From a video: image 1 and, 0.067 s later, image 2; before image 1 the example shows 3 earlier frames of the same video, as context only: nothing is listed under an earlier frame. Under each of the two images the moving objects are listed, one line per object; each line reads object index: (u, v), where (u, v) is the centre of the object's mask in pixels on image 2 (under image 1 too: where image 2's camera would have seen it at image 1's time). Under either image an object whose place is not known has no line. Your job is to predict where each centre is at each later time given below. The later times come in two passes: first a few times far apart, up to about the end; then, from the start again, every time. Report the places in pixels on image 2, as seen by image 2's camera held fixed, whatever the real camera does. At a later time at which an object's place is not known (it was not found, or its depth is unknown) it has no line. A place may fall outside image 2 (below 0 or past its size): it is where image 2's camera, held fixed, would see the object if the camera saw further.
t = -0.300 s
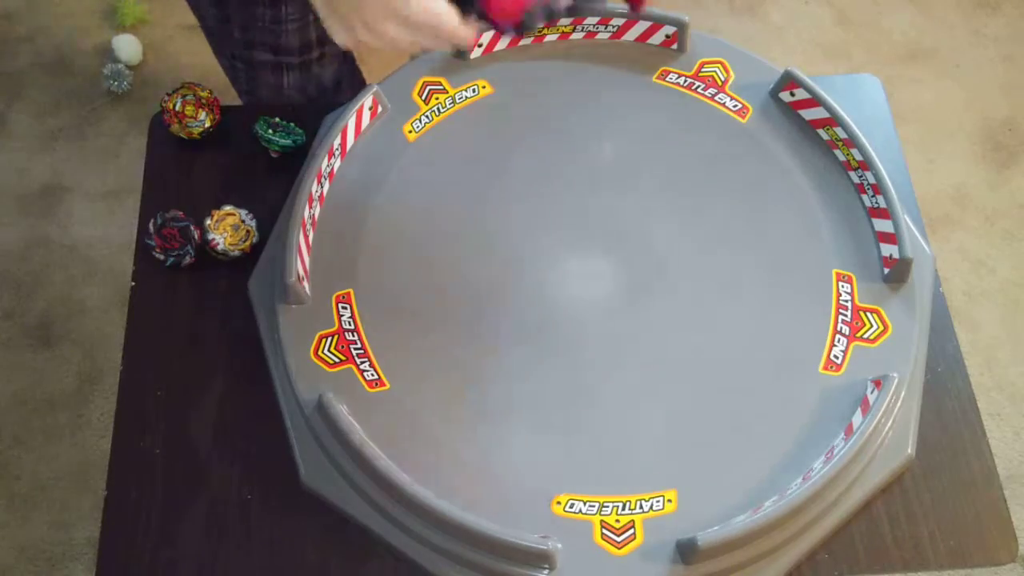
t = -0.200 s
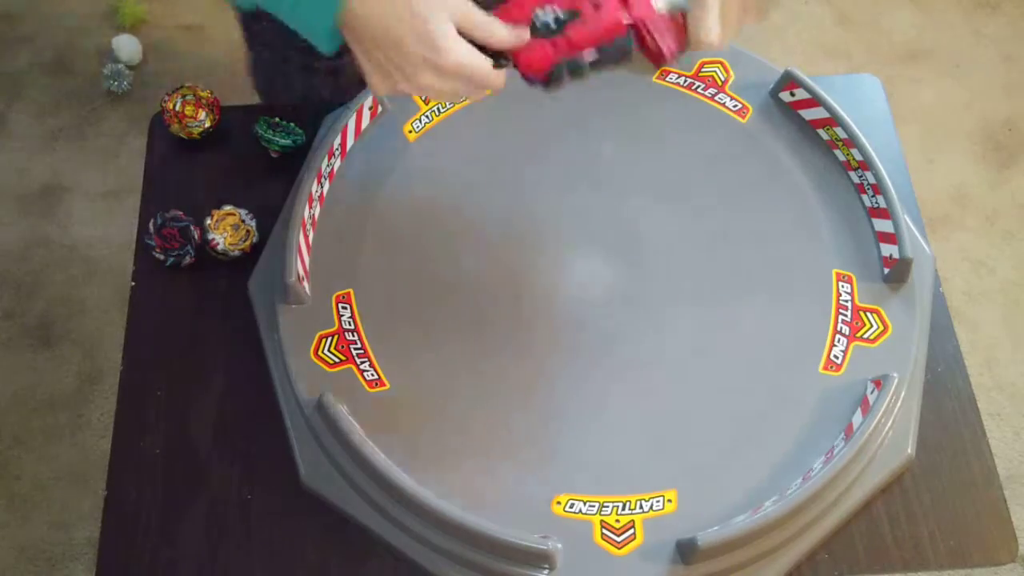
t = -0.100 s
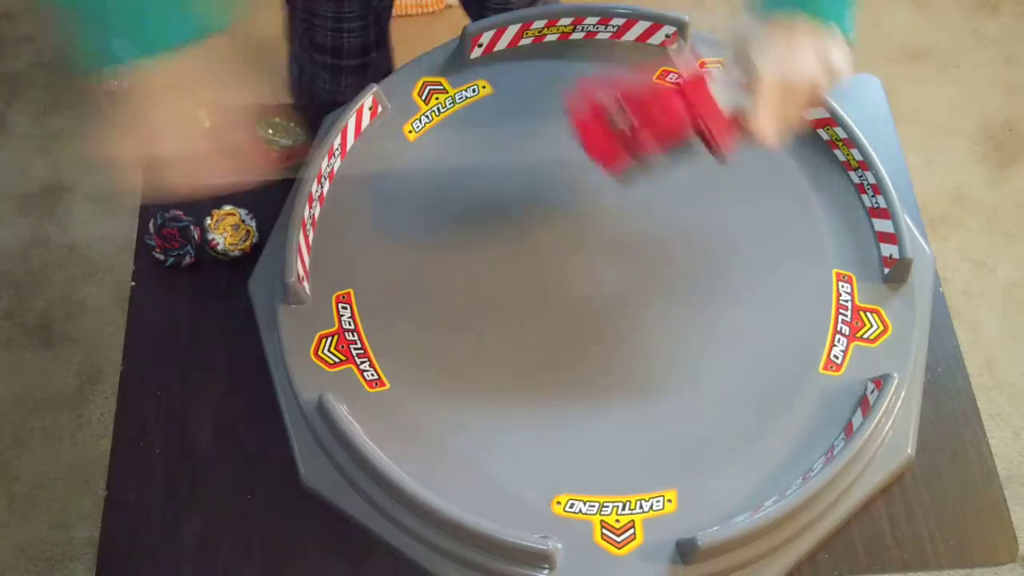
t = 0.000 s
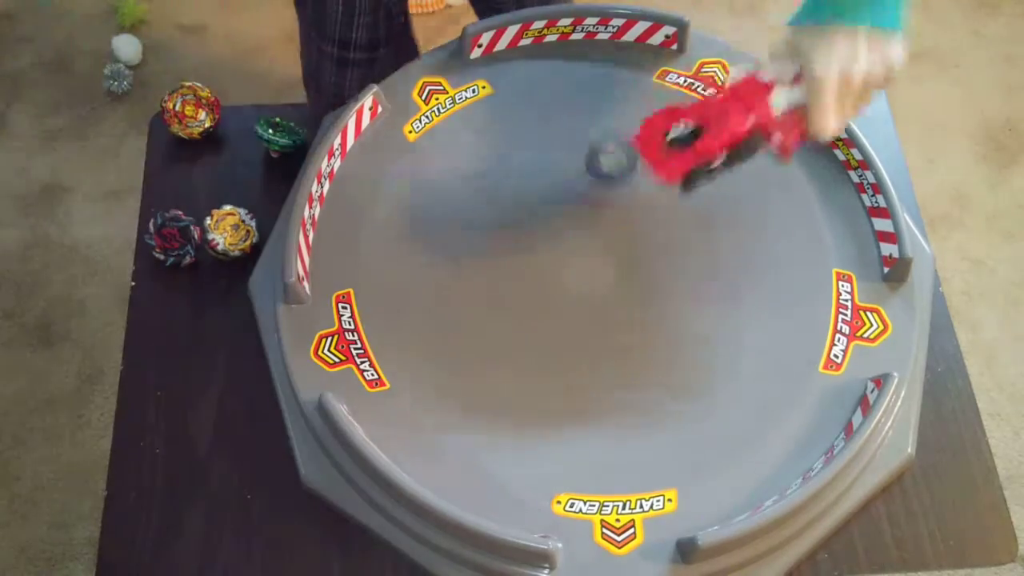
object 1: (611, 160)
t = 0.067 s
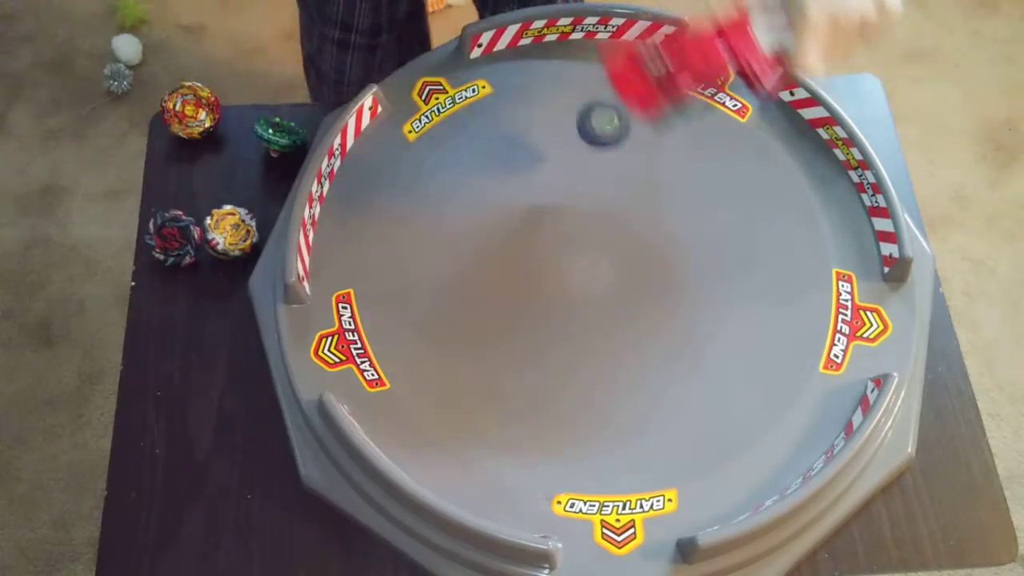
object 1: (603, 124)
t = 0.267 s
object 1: (560, 118)
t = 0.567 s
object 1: (497, 262)
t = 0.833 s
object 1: (672, 397)
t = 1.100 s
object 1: (881, 324)
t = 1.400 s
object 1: (889, 337)
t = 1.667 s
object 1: (819, 321)
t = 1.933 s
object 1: (657, 264)
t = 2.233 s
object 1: (469, 358)
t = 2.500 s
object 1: (503, 481)
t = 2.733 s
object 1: (627, 419)
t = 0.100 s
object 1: (598, 115)
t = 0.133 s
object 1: (593, 113)
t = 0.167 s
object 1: (587, 118)
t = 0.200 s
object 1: (578, 115)
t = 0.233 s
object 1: (569, 114)
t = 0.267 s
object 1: (560, 118)
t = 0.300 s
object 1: (548, 122)
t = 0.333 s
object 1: (535, 130)
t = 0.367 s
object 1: (523, 140)
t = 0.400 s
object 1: (512, 154)
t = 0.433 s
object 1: (501, 173)
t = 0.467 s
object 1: (495, 193)
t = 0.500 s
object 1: (491, 215)
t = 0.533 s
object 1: (492, 238)
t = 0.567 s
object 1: (497, 262)
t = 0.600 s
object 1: (506, 284)
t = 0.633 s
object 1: (519, 306)
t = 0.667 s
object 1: (538, 328)
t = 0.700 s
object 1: (558, 346)
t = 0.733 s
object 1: (582, 364)
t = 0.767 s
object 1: (609, 379)
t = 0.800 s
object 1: (639, 390)
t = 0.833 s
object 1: (672, 397)
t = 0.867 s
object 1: (704, 401)
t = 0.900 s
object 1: (736, 401)
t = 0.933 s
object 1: (766, 395)
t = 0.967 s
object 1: (795, 387)
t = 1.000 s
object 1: (822, 374)
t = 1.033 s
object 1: (844, 359)
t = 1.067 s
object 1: (865, 344)
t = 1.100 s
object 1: (881, 324)
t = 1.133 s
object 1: (894, 303)
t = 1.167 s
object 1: (900, 293)
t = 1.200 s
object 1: (900, 305)
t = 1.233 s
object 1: (899, 319)
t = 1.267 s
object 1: (898, 331)
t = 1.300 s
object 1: (895, 342)
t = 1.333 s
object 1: (895, 342)
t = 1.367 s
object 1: (892, 340)
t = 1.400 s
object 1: (889, 337)
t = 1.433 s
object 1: (885, 335)
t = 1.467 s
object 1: (880, 332)
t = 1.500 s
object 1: (874, 331)
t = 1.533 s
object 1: (867, 329)
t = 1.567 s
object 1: (857, 328)
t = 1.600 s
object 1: (846, 326)
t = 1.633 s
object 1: (833, 325)
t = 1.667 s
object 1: (819, 321)
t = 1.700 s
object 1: (805, 316)
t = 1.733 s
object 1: (790, 306)
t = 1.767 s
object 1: (773, 294)
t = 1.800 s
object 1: (752, 283)
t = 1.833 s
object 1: (731, 275)
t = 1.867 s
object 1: (707, 269)
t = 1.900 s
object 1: (683, 265)
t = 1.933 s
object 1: (657, 264)
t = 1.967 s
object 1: (633, 266)
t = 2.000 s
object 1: (606, 270)
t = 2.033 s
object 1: (579, 277)
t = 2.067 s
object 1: (556, 285)
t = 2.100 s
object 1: (533, 296)
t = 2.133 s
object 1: (515, 308)
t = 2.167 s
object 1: (497, 323)
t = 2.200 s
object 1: (481, 340)
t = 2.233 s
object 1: (469, 358)
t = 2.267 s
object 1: (459, 380)
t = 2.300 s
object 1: (454, 402)
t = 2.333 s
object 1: (455, 425)
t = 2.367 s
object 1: (458, 447)
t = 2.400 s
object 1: (463, 471)
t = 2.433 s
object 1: (475, 479)
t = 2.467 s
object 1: (490, 482)
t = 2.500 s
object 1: (503, 481)
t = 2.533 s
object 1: (517, 478)
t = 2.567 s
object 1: (529, 474)
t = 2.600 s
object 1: (544, 467)
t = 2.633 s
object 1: (564, 459)
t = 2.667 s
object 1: (583, 449)
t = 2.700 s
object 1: (606, 436)
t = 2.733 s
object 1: (627, 419)
